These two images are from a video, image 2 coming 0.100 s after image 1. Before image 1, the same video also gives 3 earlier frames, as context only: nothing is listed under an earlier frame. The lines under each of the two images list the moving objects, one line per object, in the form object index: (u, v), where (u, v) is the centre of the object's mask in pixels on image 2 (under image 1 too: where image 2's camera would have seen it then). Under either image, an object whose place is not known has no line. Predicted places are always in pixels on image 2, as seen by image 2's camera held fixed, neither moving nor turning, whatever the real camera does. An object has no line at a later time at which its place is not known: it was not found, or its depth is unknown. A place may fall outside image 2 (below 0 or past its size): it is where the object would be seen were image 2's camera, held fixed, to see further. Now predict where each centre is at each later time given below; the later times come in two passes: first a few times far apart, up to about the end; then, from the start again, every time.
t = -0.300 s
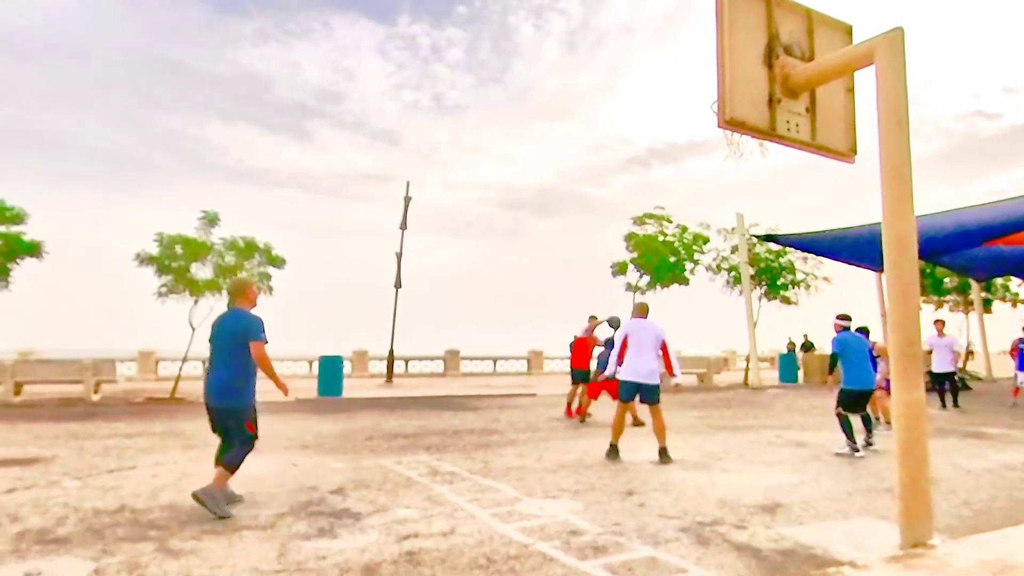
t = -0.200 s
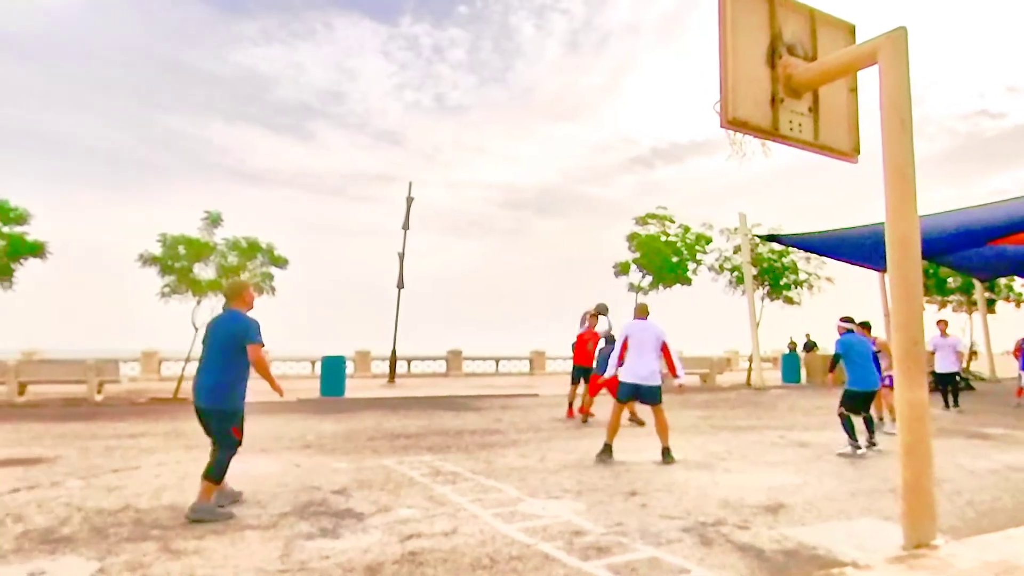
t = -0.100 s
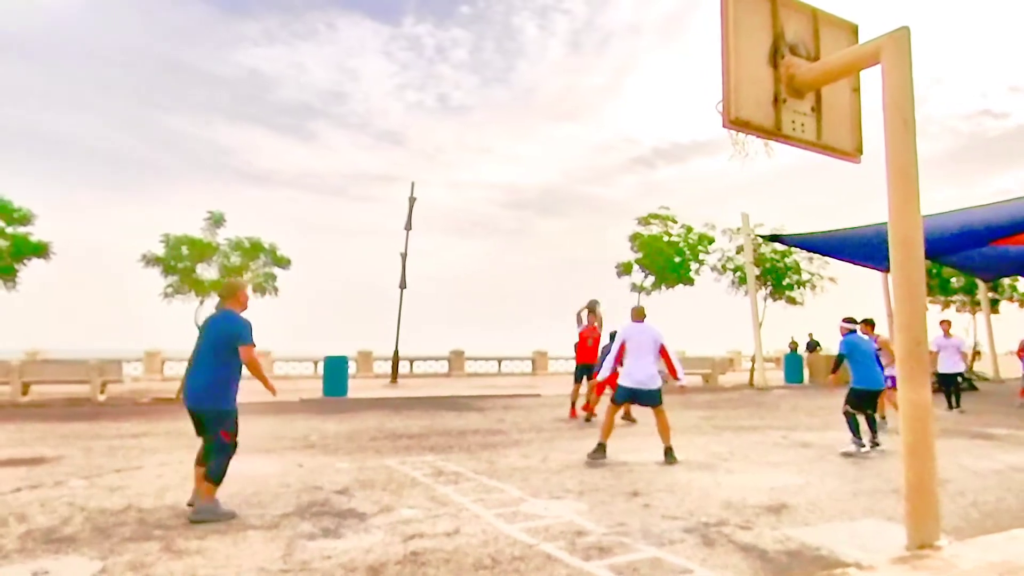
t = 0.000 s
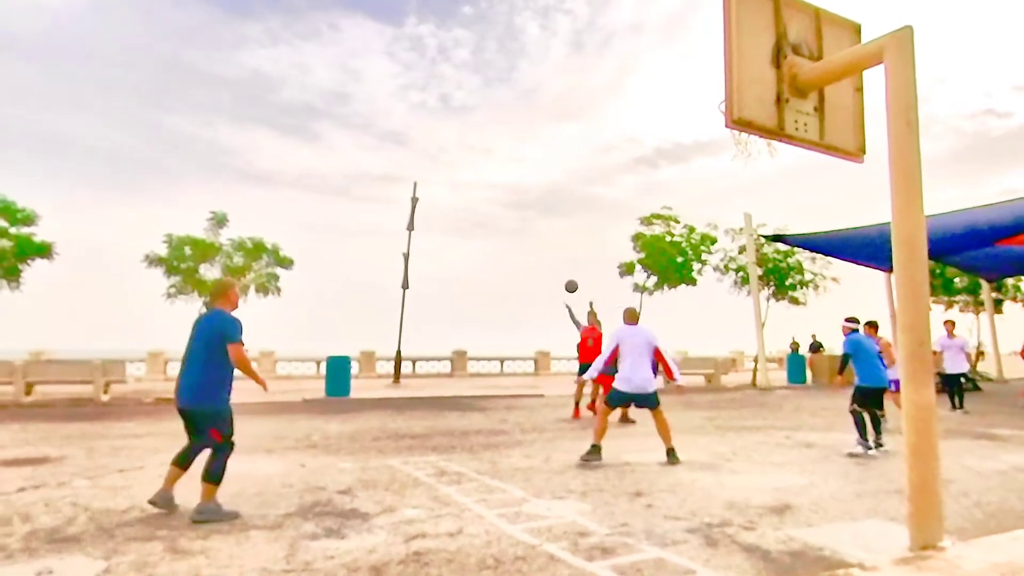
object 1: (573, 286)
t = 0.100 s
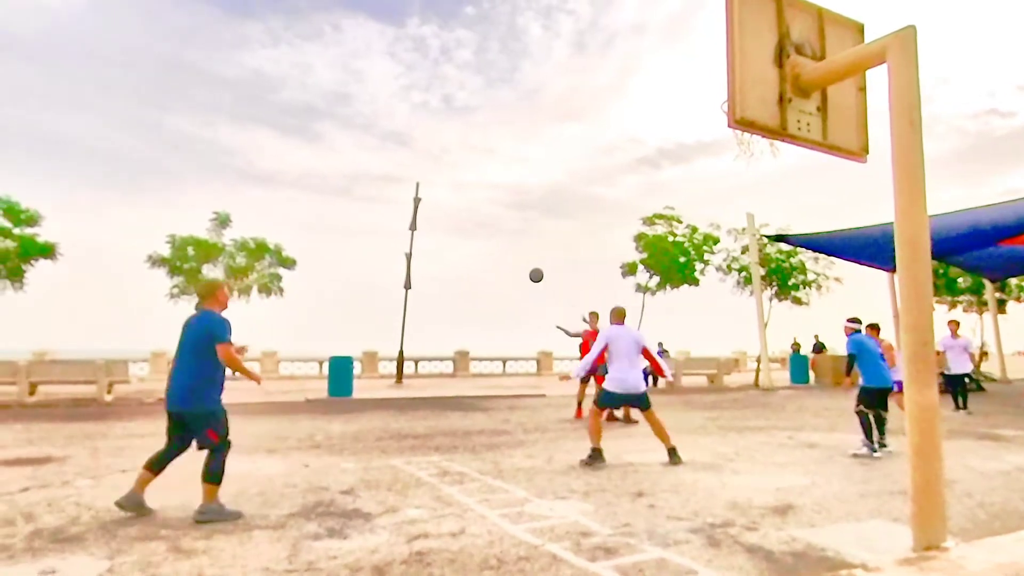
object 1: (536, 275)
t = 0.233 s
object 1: (475, 270)
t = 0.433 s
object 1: (350, 290)
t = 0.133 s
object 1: (522, 273)
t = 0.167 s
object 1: (507, 271)
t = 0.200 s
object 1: (492, 270)
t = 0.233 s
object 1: (475, 270)
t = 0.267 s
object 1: (458, 270)
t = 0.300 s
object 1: (439, 272)
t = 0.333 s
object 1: (418, 274)
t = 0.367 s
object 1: (398, 278)
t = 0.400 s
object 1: (375, 283)
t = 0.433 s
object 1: (350, 290)
